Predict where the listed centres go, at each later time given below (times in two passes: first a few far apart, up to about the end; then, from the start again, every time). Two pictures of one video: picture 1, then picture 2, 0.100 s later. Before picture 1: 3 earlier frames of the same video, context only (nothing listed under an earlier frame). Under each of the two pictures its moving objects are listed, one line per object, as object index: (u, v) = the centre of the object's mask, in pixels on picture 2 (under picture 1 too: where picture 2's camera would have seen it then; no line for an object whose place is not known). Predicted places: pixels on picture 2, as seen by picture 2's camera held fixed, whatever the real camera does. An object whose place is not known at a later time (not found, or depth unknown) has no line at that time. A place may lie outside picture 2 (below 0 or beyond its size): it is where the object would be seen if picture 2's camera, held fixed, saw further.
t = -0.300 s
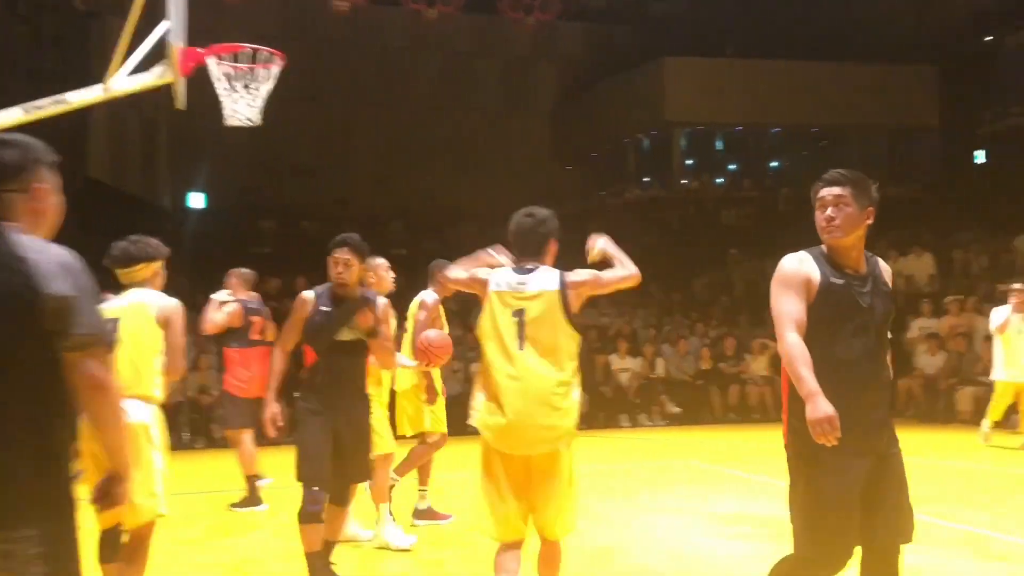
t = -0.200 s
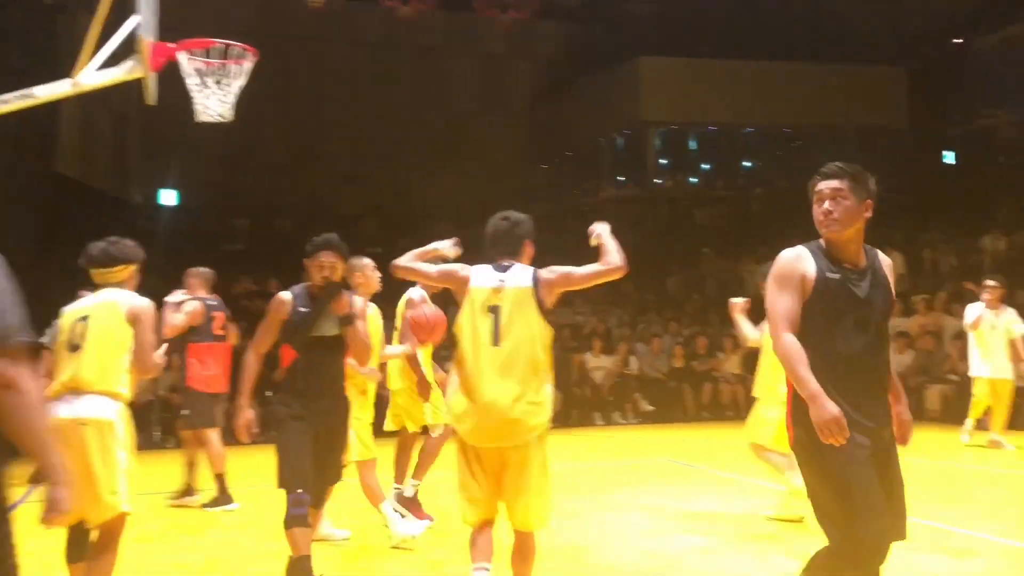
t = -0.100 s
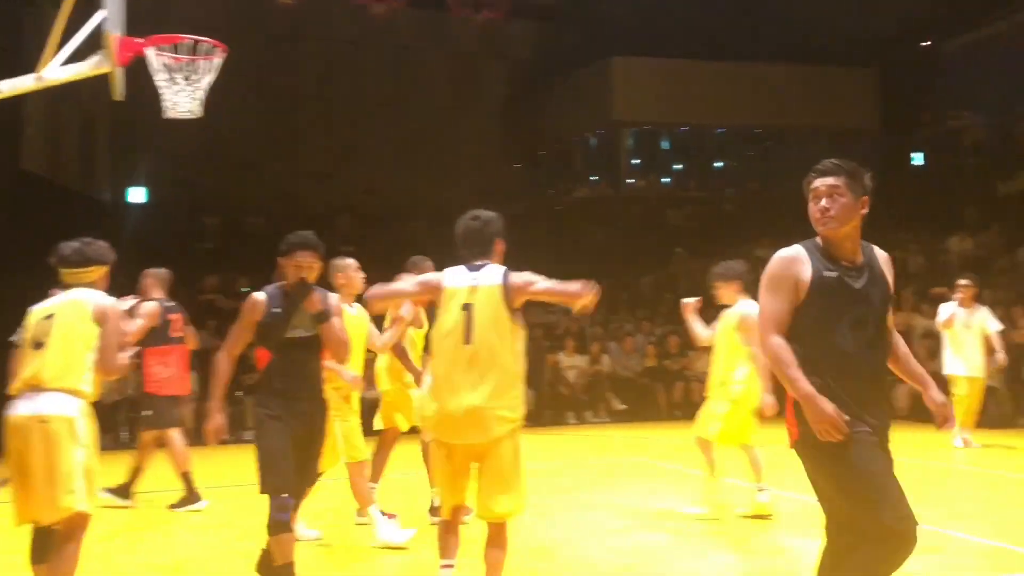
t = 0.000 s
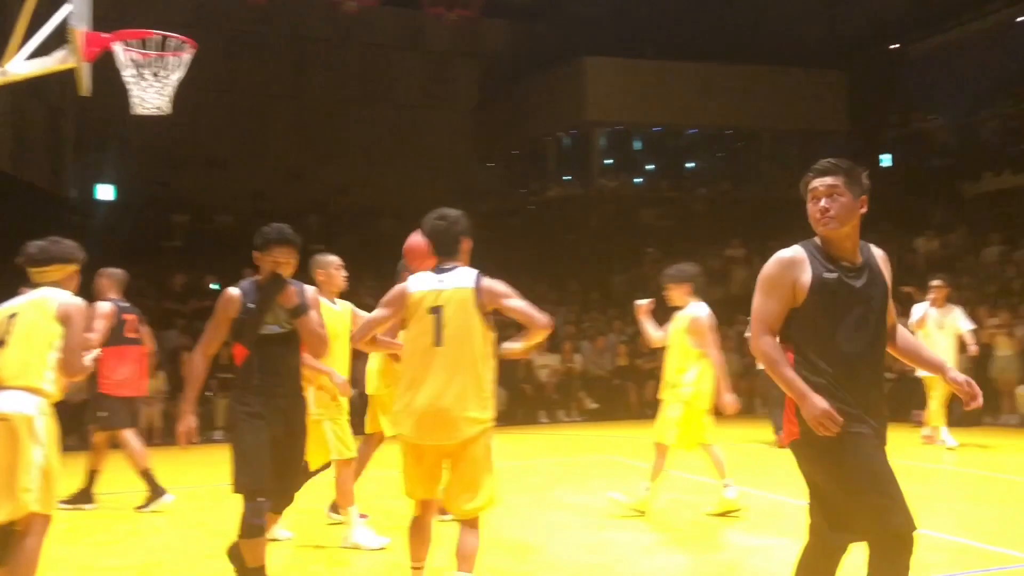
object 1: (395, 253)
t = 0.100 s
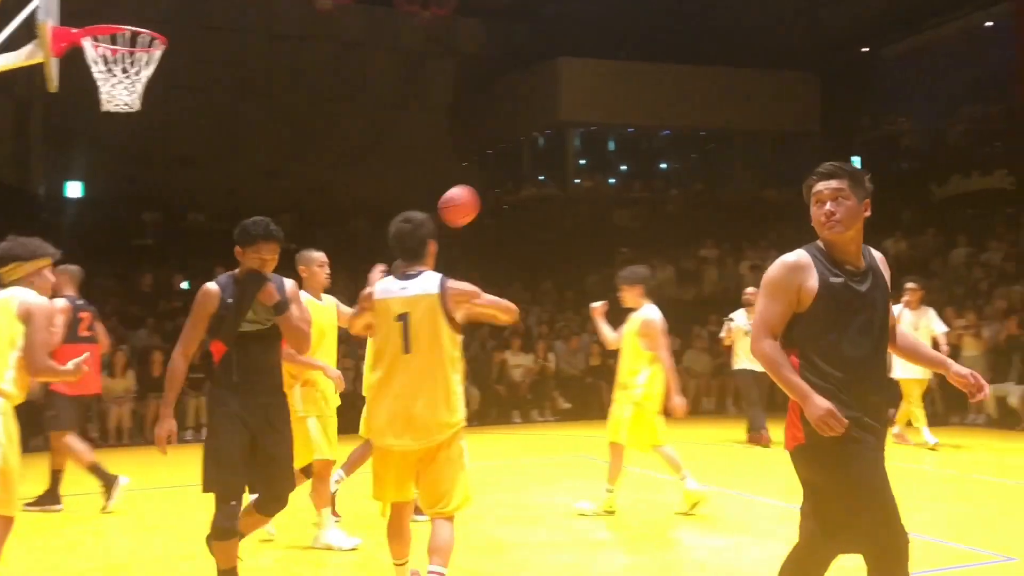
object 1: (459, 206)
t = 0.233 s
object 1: (541, 170)
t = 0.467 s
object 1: (686, 171)
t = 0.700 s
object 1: (831, 252)
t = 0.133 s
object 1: (479, 195)
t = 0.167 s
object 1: (499, 185)
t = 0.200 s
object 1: (520, 177)
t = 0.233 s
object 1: (541, 170)
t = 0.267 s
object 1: (561, 166)
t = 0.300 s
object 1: (582, 163)
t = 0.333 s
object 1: (603, 161)
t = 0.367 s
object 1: (624, 162)
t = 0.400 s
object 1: (645, 163)
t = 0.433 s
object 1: (666, 166)
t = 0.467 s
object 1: (686, 171)
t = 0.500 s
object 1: (707, 178)
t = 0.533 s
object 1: (728, 186)
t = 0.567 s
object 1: (748, 196)
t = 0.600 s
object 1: (769, 207)
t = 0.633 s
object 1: (790, 221)
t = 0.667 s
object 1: (811, 235)
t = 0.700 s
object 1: (831, 252)
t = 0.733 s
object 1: (851, 270)
